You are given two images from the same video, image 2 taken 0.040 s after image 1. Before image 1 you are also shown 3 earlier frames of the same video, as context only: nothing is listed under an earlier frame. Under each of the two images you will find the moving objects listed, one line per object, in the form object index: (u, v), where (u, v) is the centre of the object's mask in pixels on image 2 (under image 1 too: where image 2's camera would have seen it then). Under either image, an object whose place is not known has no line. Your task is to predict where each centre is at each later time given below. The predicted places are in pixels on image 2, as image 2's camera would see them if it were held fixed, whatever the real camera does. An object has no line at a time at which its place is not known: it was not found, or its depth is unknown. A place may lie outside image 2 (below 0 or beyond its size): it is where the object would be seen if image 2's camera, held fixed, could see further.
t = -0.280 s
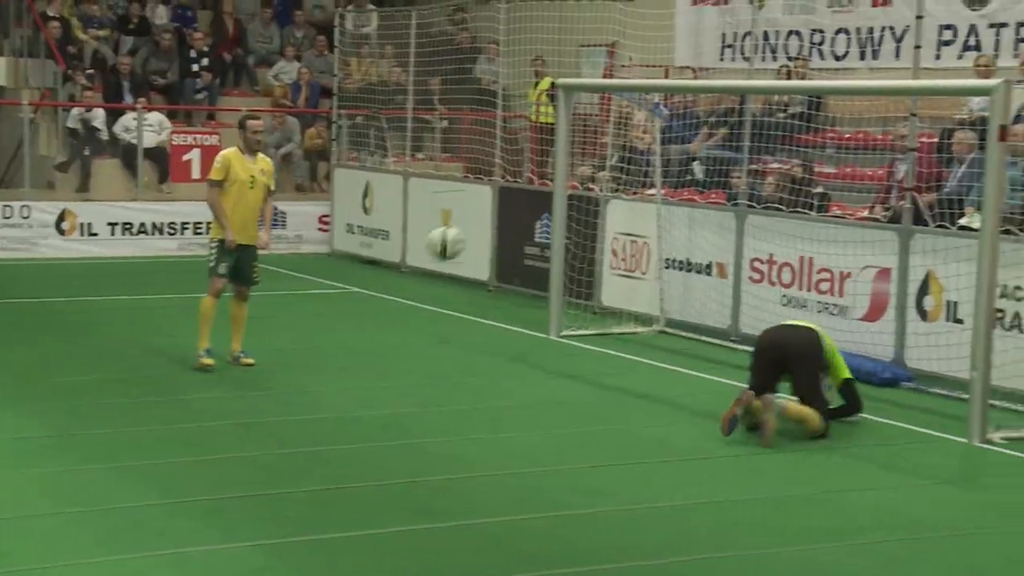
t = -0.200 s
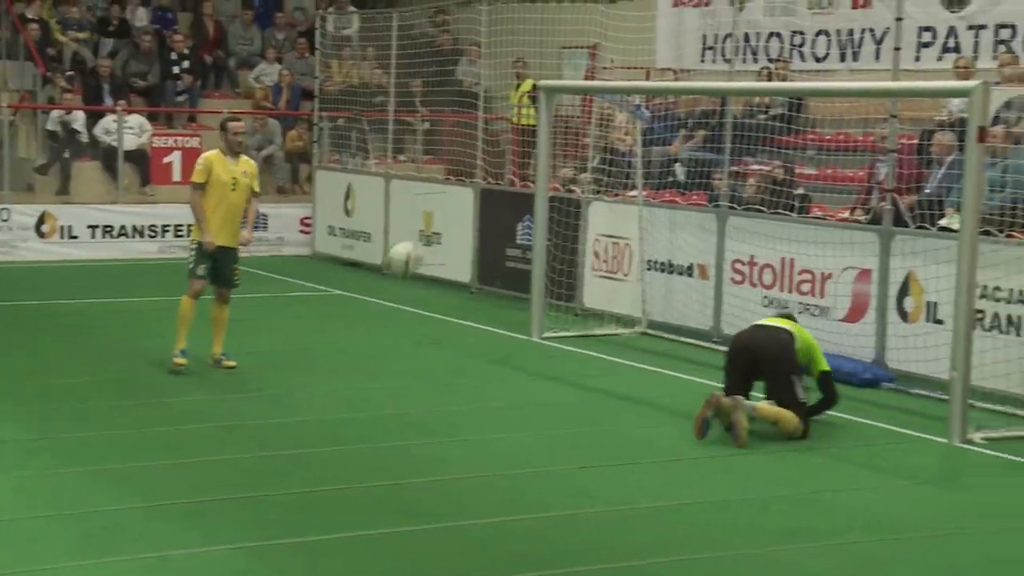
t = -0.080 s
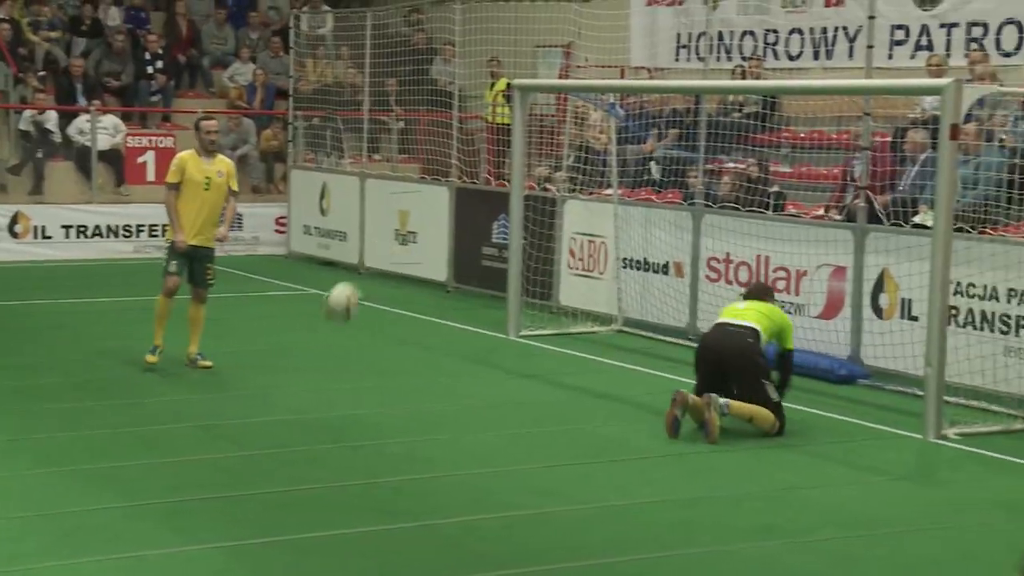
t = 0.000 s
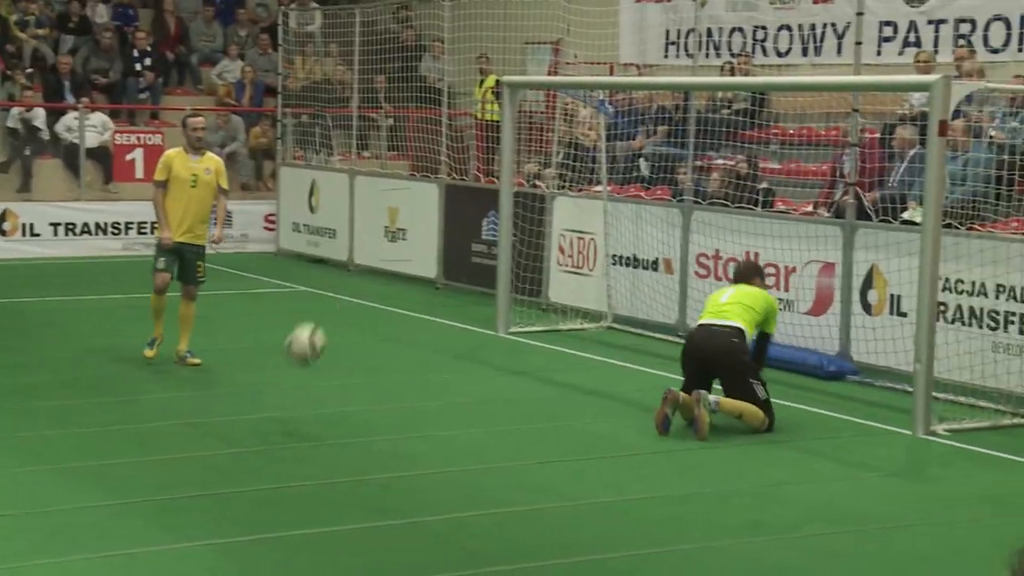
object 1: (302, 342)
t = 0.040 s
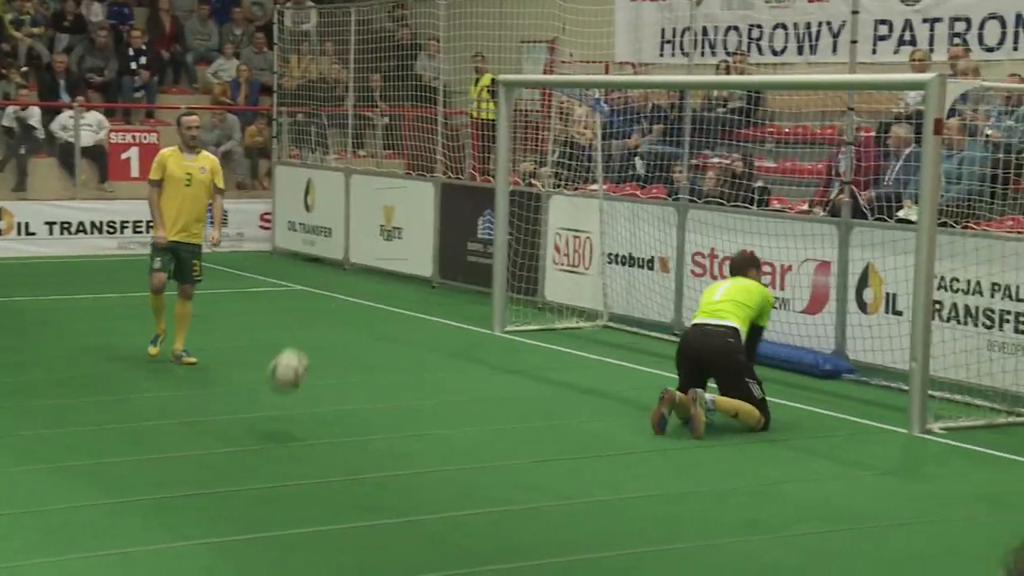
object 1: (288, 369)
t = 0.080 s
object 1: (274, 400)
